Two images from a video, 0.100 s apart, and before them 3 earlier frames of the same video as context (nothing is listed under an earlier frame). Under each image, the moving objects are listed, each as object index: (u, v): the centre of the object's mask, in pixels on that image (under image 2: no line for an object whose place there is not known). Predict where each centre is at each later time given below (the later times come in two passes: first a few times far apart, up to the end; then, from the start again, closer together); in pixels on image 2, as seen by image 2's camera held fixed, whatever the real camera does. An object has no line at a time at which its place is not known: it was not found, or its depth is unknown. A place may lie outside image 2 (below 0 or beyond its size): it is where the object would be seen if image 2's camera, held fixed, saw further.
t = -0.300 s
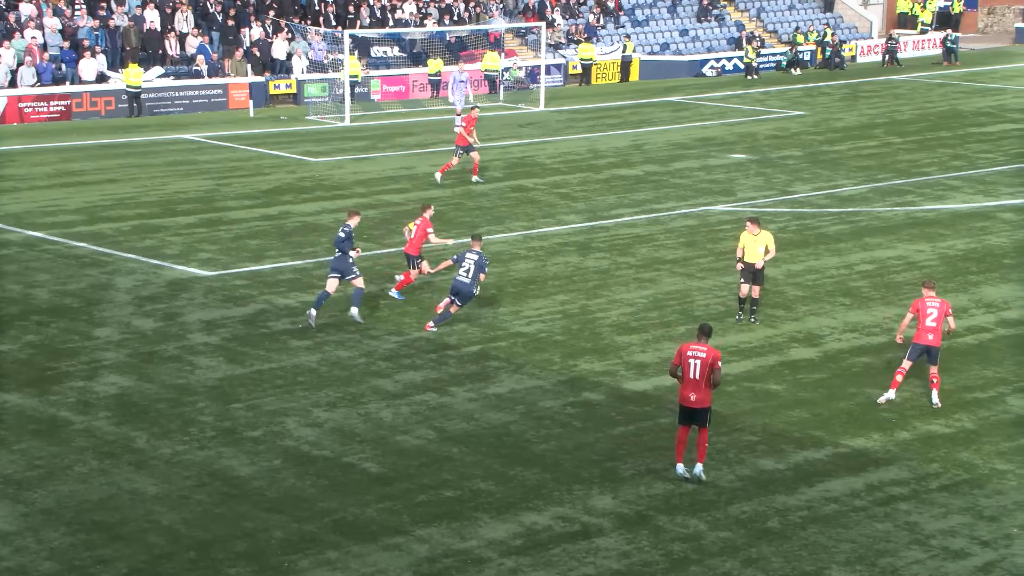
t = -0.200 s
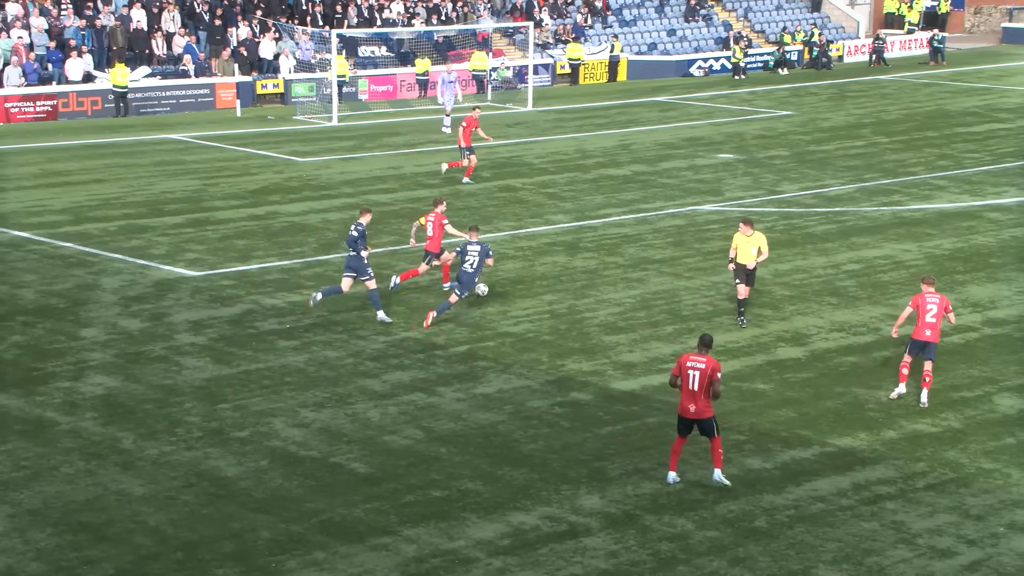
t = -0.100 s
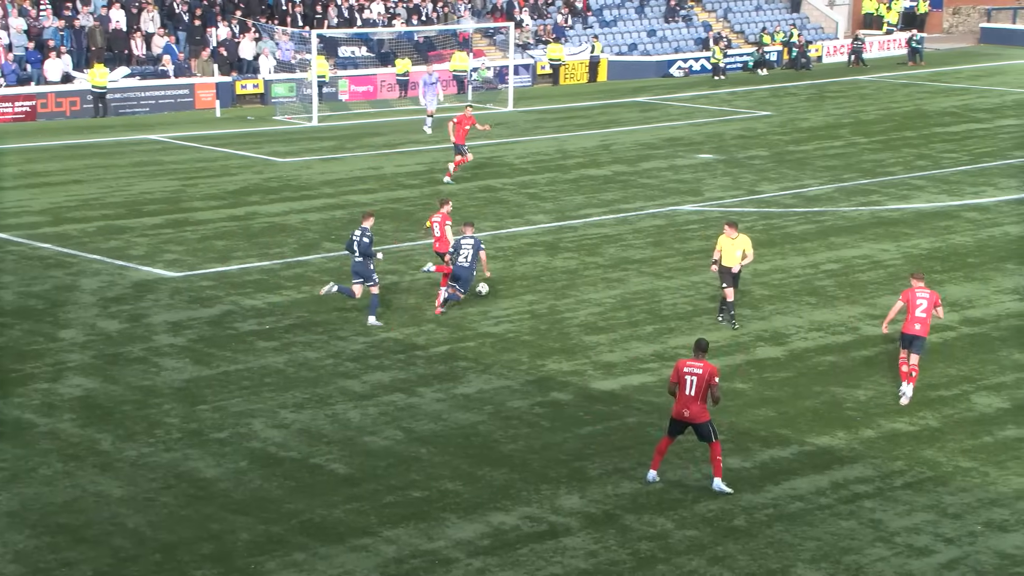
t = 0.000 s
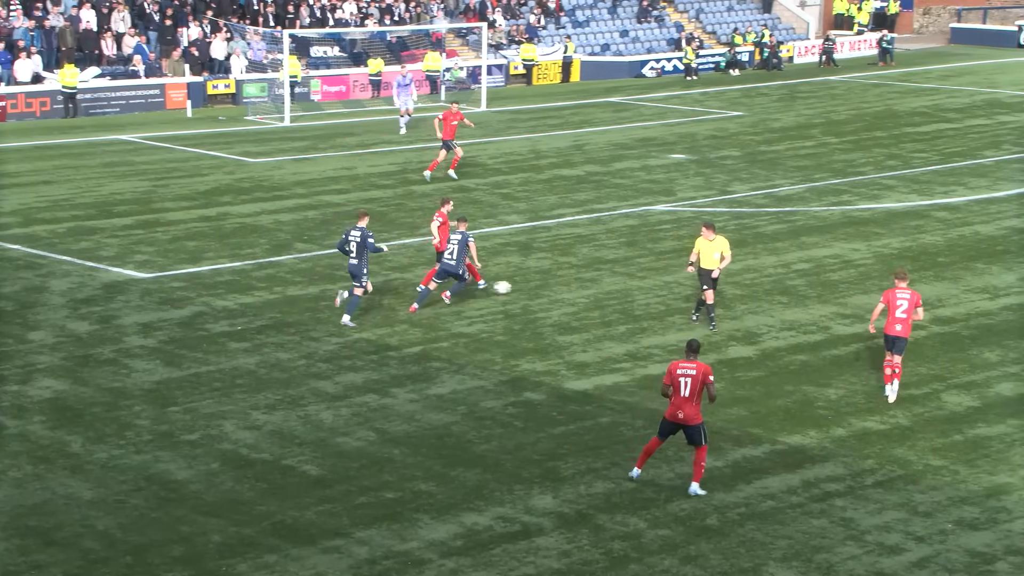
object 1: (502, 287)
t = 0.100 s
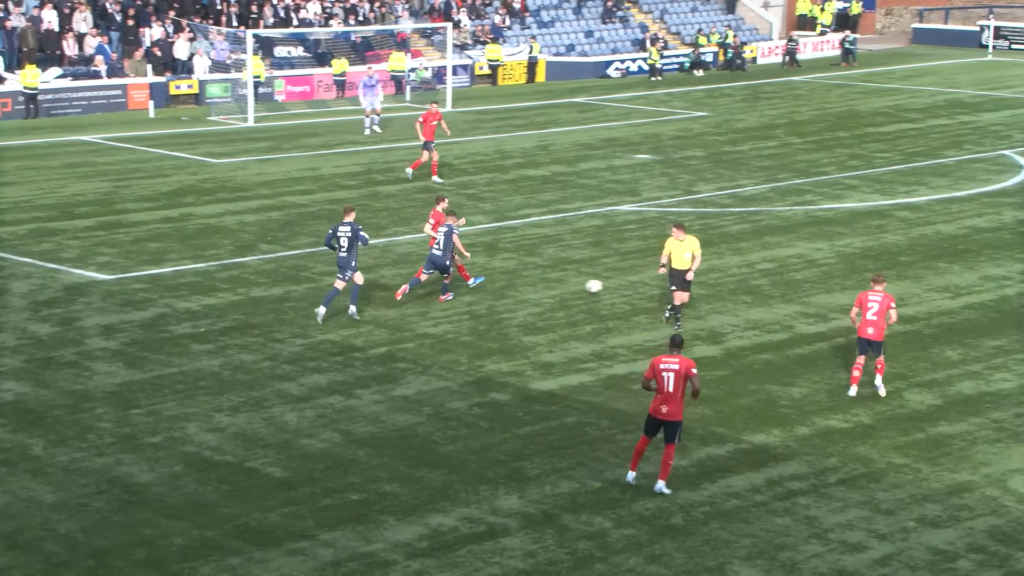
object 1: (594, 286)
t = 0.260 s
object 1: (787, 289)
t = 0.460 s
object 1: (1021, 296)
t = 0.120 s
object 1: (619, 286)
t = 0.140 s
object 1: (643, 287)
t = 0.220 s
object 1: (740, 290)
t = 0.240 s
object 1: (763, 290)
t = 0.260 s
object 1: (787, 289)
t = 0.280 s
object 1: (810, 289)
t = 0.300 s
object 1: (833, 288)
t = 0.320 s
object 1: (857, 288)
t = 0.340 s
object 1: (881, 289)
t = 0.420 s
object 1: (974, 294)
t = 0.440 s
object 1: (998, 295)
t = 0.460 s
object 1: (1021, 296)
